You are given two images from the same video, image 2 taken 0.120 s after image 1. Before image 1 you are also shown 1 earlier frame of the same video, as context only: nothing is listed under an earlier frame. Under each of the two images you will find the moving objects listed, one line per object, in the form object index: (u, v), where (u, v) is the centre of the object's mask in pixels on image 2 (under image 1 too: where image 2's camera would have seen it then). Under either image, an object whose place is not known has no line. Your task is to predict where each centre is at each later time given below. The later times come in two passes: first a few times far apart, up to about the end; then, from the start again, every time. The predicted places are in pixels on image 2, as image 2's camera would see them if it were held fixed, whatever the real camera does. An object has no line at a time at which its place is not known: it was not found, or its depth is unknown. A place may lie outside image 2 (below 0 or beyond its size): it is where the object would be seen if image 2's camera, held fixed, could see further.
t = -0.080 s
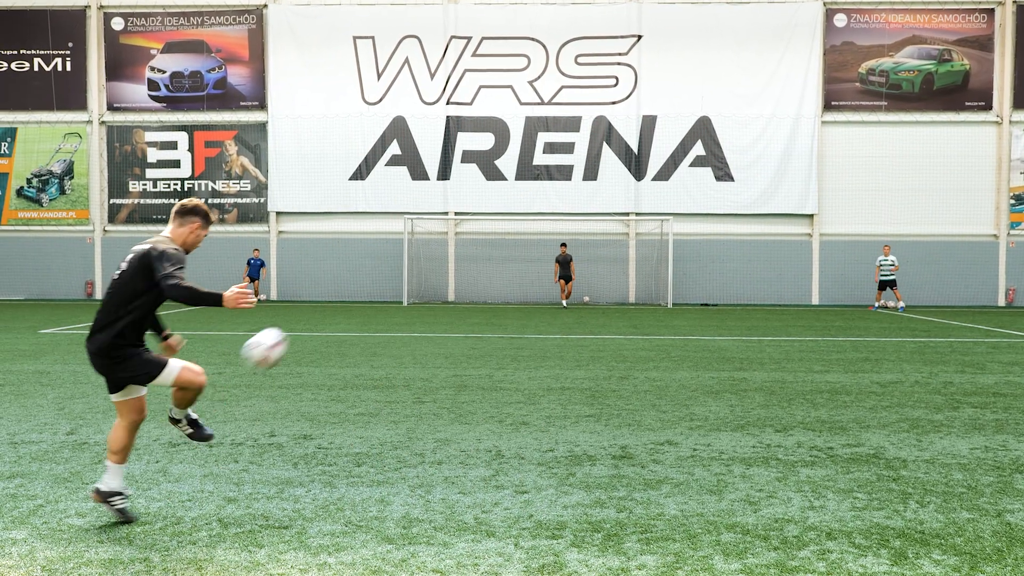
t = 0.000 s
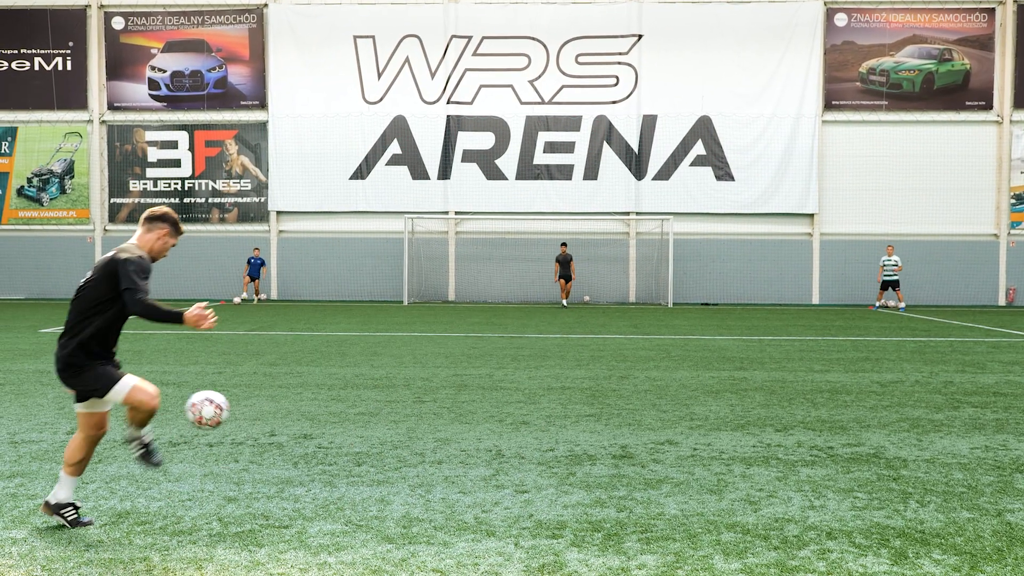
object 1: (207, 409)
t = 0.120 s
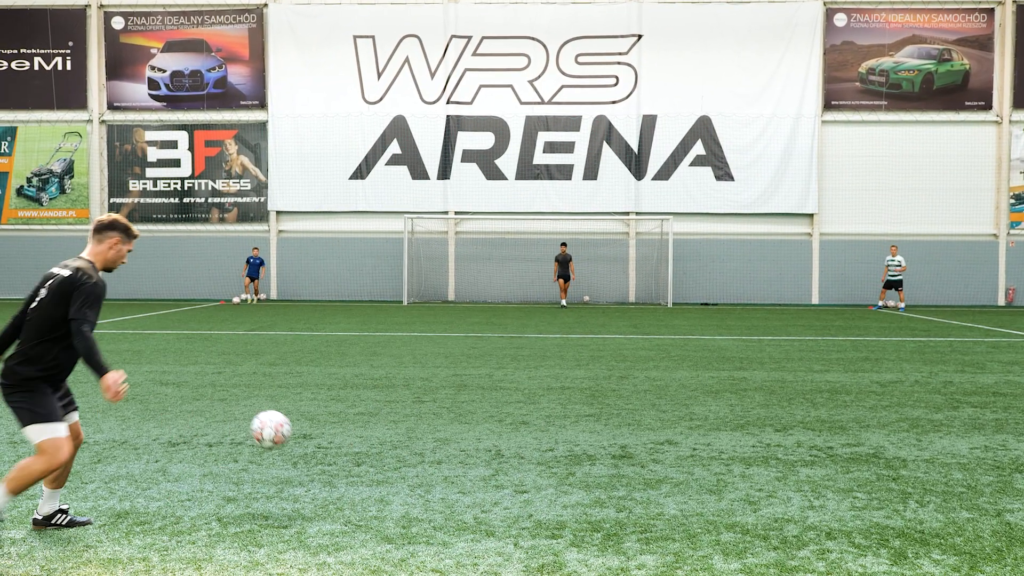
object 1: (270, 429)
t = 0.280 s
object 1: (342, 469)
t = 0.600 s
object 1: (405, 433)
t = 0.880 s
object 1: (466, 441)
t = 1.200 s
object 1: (534, 443)
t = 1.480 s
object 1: (585, 442)
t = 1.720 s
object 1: (624, 437)
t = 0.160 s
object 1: (291, 441)
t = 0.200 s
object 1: (310, 454)
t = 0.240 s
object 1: (330, 471)
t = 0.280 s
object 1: (342, 469)
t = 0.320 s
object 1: (350, 455)
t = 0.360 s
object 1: (358, 444)
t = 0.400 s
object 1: (367, 437)
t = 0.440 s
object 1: (374, 431)
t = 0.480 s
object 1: (382, 428)
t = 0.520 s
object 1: (390, 427)
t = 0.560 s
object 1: (397, 429)
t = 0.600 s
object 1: (405, 433)
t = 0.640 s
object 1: (413, 439)
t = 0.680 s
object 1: (421, 448)
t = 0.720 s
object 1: (428, 460)
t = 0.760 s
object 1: (437, 458)
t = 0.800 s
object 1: (447, 450)
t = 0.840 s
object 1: (457, 444)
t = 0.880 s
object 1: (466, 441)
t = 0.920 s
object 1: (476, 440)
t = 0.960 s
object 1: (485, 441)
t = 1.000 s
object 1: (494, 445)
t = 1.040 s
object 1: (503, 451)
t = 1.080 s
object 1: (512, 450)
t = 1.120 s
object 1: (519, 446)
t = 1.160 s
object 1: (527, 443)
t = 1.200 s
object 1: (534, 443)
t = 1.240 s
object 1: (542, 445)
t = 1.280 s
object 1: (549, 448)
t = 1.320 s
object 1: (557, 443)
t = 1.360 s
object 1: (564, 443)
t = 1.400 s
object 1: (571, 443)
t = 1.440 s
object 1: (578, 444)
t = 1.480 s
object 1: (585, 442)
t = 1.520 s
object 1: (592, 442)
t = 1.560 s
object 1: (598, 441)
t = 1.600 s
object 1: (605, 440)
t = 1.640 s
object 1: (611, 439)
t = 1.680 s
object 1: (618, 438)
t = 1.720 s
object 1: (624, 437)
